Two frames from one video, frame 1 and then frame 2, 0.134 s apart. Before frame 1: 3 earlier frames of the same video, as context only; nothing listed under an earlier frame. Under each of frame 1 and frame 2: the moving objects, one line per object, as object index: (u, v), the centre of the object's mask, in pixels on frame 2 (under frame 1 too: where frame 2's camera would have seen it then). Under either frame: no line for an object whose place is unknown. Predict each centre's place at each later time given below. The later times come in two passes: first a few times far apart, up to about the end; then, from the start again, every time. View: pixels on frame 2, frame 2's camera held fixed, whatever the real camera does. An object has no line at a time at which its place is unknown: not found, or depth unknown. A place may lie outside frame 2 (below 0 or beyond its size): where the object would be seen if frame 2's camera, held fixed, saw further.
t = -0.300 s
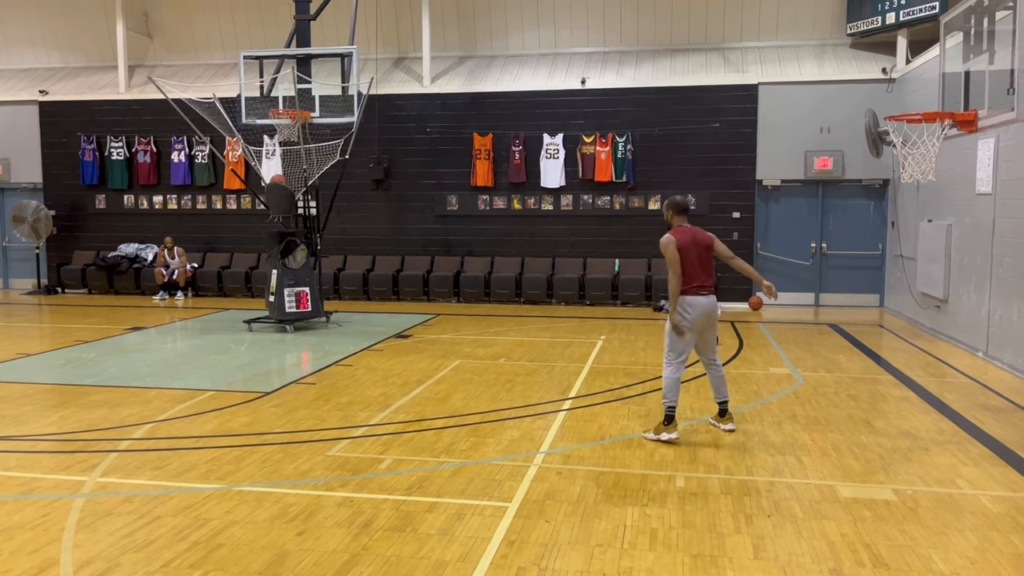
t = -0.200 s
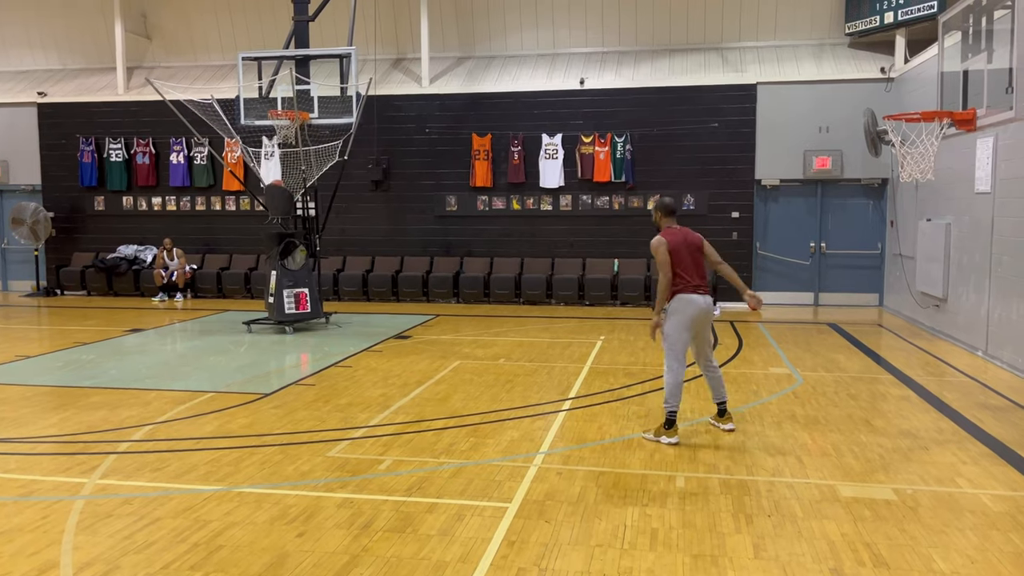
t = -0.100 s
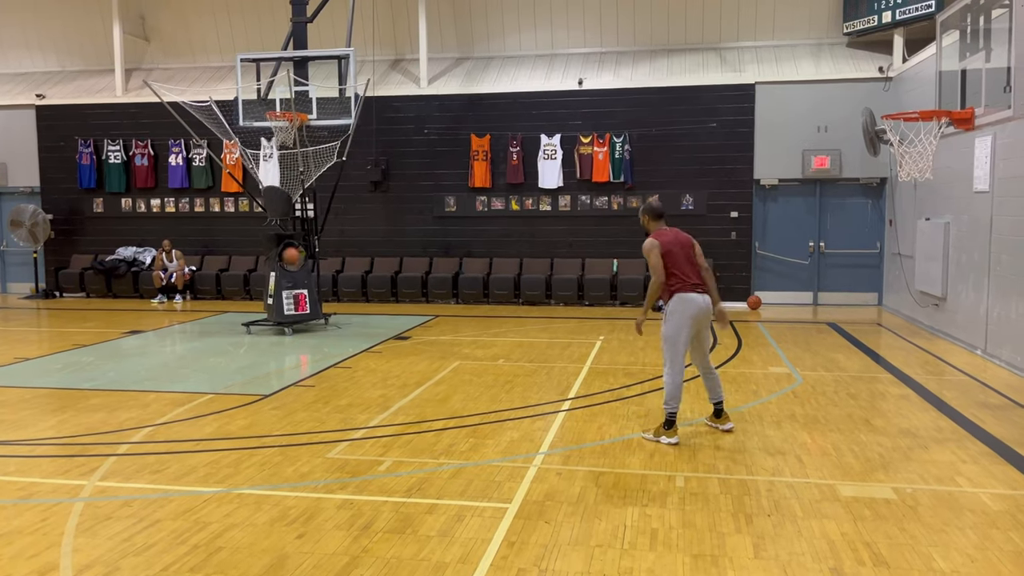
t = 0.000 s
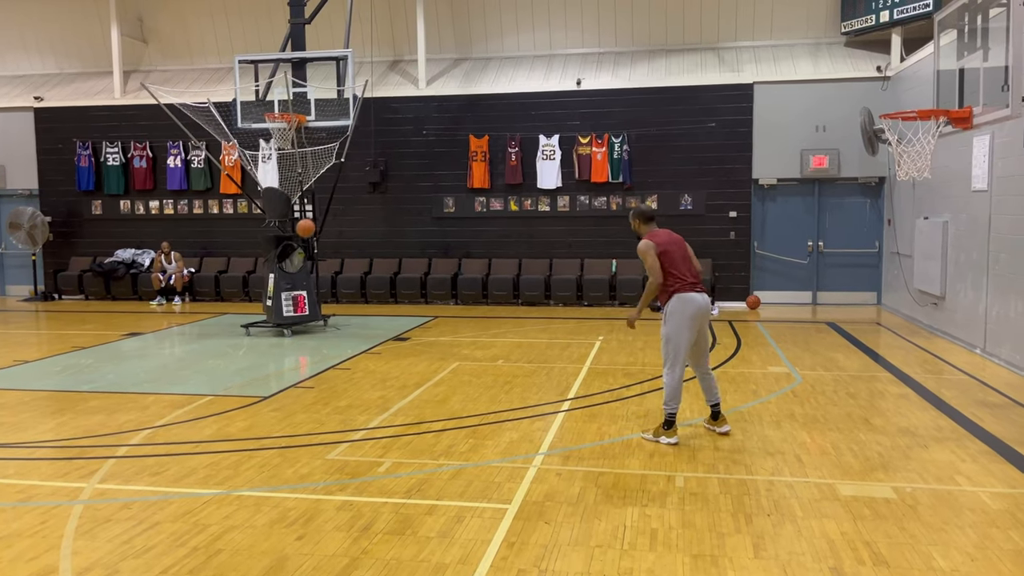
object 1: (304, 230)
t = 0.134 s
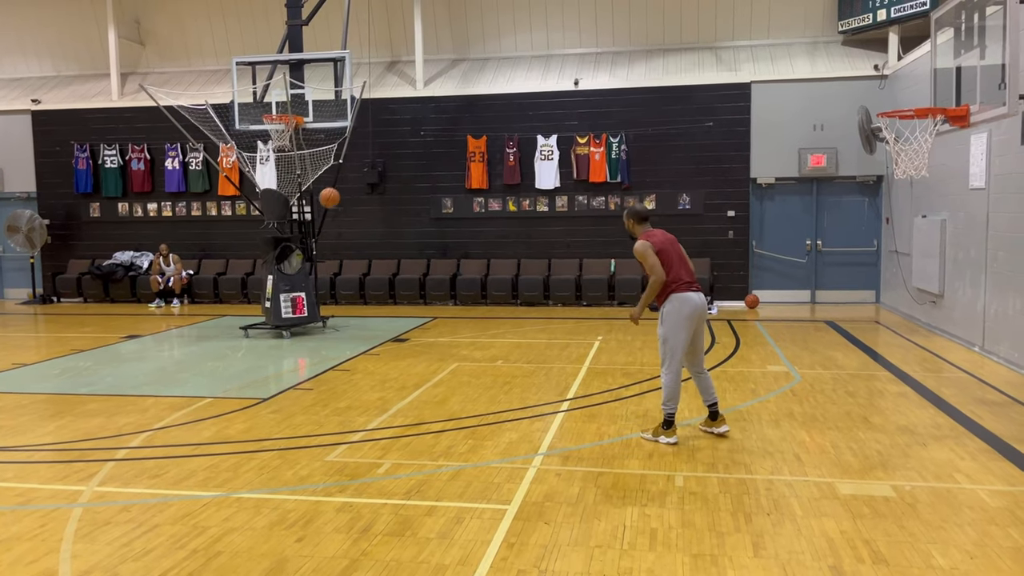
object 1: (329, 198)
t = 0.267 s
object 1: (359, 176)
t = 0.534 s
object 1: (433, 179)
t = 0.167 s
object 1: (336, 191)
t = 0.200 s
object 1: (343, 185)
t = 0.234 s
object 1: (351, 180)
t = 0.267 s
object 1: (359, 176)
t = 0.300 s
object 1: (367, 173)
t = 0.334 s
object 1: (375, 171)
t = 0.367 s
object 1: (384, 169)
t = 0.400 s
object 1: (393, 169)
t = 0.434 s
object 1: (403, 170)
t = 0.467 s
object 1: (412, 171)
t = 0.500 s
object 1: (422, 174)
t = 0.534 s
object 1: (433, 179)
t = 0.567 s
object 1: (444, 184)
